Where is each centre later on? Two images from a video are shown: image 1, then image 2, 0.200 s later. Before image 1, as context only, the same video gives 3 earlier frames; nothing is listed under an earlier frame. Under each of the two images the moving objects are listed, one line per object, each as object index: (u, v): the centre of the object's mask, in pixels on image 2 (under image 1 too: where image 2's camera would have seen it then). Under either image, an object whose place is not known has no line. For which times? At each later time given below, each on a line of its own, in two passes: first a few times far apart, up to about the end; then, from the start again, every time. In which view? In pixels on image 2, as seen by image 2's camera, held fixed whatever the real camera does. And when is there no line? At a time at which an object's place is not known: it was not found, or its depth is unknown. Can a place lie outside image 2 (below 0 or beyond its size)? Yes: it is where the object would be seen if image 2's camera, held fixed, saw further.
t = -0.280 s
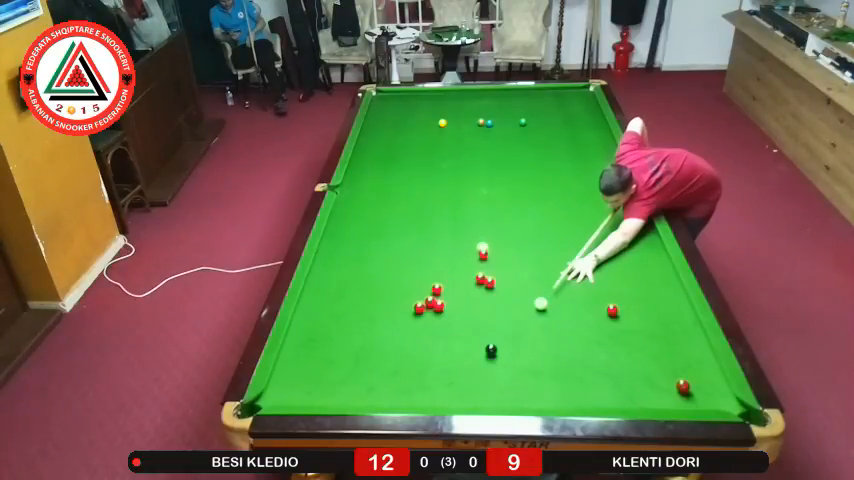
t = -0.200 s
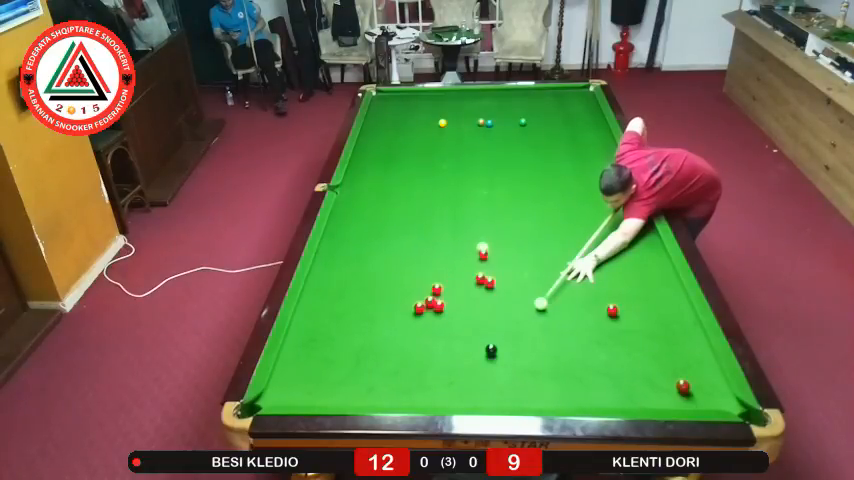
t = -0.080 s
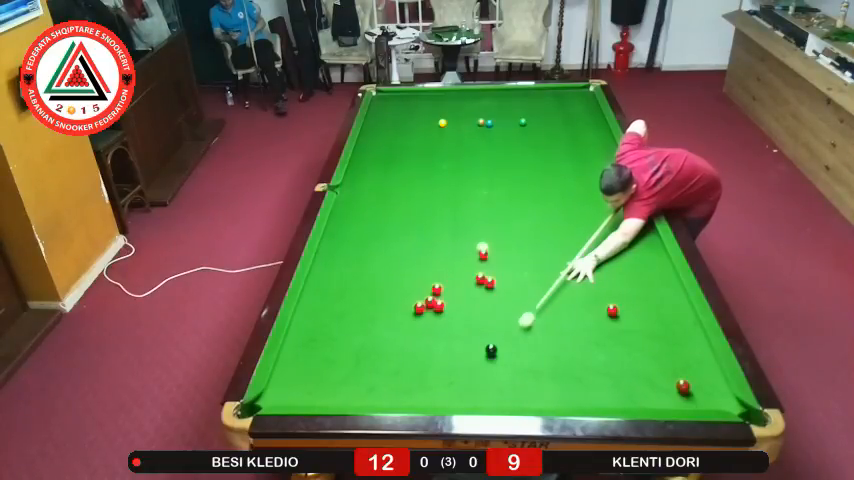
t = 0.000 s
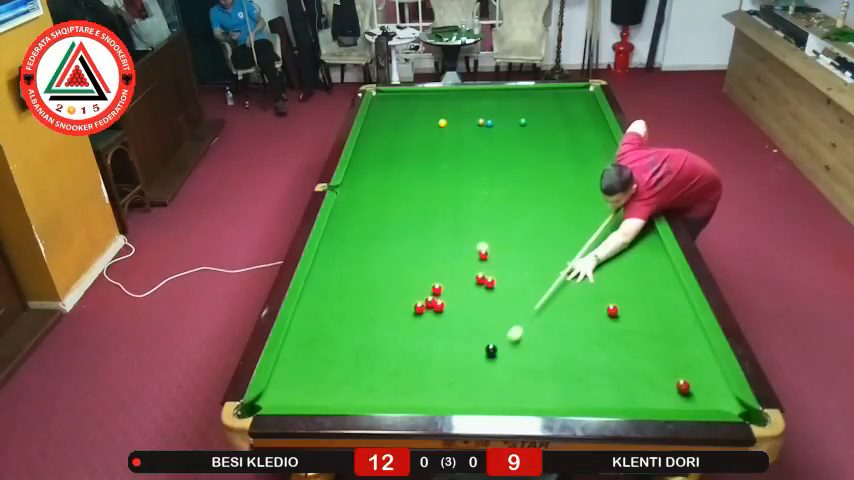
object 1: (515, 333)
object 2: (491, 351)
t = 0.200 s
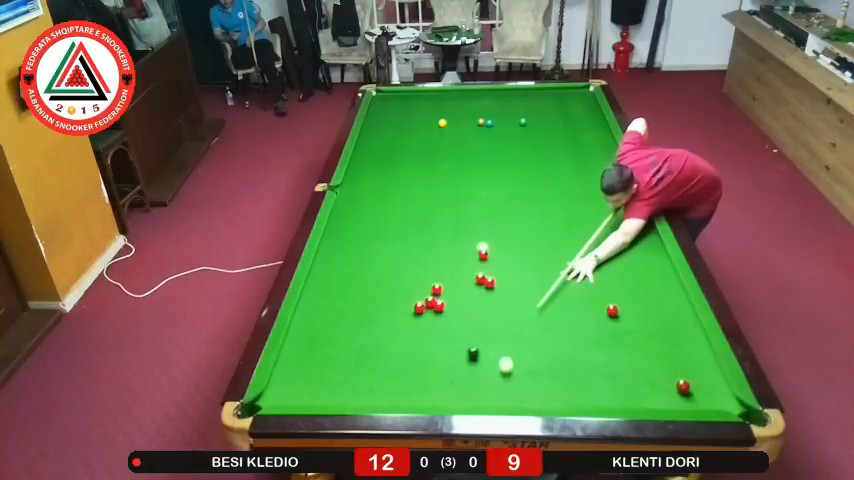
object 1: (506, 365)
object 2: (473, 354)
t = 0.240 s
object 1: (506, 371)
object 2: (468, 355)
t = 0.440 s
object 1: (507, 396)
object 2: (442, 360)
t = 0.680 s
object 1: (506, 371)
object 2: (413, 365)
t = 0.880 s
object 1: (506, 352)
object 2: (389, 370)
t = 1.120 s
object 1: (505, 332)
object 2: (362, 375)
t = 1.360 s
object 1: (505, 314)
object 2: (335, 381)
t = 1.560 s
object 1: (504, 301)
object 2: (313, 385)
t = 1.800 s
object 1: (504, 287)
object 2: (288, 390)
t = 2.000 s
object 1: (504, 276)
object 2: (269, 394)
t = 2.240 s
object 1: (503, 264)
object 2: (273, 399)
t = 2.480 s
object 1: (503, 254)
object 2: (276, 396)
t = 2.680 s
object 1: (503, 247)
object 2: (278, 393)
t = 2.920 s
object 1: (503, 238)
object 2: (280, 389)
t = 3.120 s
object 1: (503, 232)
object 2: (282, 387)
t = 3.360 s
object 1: (503, 226)
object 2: (282, 385)
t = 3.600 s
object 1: (503, 220)
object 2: (283, 384)
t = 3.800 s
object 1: (502, 216)
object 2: (283, 384)
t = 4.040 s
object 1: (502, 211)
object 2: (283, 384)
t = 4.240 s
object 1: (502, 207)
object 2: (283, 384)
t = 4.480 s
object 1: (501, 204)
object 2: (283, 384)
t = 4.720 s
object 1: (501, 201)
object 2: (283, 385)
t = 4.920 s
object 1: (501, 199)
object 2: (283, 384)
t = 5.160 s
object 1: (501, 197)
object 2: (283, 384)
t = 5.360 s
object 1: (501, 195)
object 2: (283, 384)
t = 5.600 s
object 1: (501, 194)
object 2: (283, 384)
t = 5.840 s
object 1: (501, 193)
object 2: (283, 385)
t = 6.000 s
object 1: (501, 193)
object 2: (283, 384)
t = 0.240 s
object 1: (506, 371)
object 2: (468, 355)
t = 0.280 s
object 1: (506, 378)
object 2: (462, 356)
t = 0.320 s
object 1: (506, 384)
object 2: (458, 357)
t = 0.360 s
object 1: (506, 391)
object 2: (452, 358)
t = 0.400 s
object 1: (506, 396)
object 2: (447, 359)
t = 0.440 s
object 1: (507, 396)
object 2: (442, 360)
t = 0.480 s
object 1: (507, 392)
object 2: (437, 361)
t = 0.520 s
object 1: (506, 388)
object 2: (432, 362)
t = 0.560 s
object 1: (506, 384)
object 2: (427, 363)
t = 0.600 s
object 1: (506, 380)
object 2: (423, 363)
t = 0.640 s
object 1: (506, 375)
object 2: (418, 364)
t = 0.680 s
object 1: (506, 371)
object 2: (413, 365)
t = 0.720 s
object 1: (506, 367)
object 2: (408, 366)
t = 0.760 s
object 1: (506, 363)
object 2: (403, 367)
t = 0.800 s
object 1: (506, 360)
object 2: (399, 368)
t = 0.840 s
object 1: (506, 356)
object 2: (394, 369)
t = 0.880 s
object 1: (506, 352)
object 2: (389, 370)
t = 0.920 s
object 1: (505, 349)
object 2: (384, 371)
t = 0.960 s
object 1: (505, 345)
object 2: (380, 372)
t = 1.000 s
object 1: (505, 342)
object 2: (375, 373)
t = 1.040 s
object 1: (505, 338)
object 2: (370, 374)
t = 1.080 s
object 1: (505, 335)
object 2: (366, 374)
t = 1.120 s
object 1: (505, 332)
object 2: (362, 375)
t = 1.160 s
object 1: (505, 329)
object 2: (357, 376)
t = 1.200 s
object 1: (505, 326)
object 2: (353, 377)
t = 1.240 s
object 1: (505, 323)
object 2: (348, 378)
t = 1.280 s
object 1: (505, 320)
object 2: (344, 379)
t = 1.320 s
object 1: (505, 317)
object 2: (339, 380)
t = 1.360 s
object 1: (505, 314)
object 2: (335, 381)
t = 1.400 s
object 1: (505, 311)
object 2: (330, 382)
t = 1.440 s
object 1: (504, 309)
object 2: (326, 383)
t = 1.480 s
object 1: (504, 306)
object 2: (322, 384)
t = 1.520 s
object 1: (504, 304)
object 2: (317, 384)
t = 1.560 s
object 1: (504, 301)
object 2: (313, 385)
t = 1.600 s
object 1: (504, 298)
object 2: (309, 386)
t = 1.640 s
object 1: (504, 296)
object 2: (305, 387)
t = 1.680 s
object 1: (504, 293)
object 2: (300, 388)
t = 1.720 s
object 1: (504, 291)
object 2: (296, 389)
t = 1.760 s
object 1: (504, 289)
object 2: (292, 390)
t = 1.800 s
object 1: (504, 287)
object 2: (288, 390)
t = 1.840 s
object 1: (504, 284)
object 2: (284, 391)
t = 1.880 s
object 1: (504, 282)
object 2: (280, 392)
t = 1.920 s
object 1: (504, 280)
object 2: (276, 393)
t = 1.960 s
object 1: (504, 278)
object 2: (273, 394)
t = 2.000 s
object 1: (504, 276)
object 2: (269, 394)
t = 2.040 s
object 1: (504, 274)
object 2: (268, 395)
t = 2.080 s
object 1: (504, 272)
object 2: (269, 396)
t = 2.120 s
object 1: (504, 270)
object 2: (270, 397)
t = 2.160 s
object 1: (504, 268)
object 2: (271, 398)
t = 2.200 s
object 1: (503, 266)
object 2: (272, 398)
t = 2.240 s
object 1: (503, 264)
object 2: (273, 399)
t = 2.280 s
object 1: (503, 263)
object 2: (274, 399)
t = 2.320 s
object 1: (503, 261)
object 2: (275, 398)
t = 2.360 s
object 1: (503, 259)
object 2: (275, 398)
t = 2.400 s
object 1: (503, 258)
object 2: (275, 397)
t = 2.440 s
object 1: (503, 256)
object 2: (276, 396)
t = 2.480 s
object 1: (503, 254)
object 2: (276, 396)
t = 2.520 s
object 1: (503, 253)
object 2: (277, 395)
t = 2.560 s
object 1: (503, 251)
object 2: (277, 394)
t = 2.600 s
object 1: (503, 250)
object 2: (278, 394)
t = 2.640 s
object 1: (503, 248)
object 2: (278, 393)
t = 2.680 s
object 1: (503, 247)
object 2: (278, 393)
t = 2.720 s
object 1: (503, 245)
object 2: (279, 392)
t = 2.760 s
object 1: (503, 244)
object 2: (279, 391)
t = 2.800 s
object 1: (503, 242)
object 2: (280, 391)
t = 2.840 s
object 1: (503, 241)
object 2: (280, 390)
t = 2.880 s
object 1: (503, 240)
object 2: (280, 390)
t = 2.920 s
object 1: (503, 238)
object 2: (280, 389)
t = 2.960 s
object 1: (503, 237)
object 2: (281, 389)
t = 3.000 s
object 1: (503, 236)
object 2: (281, 388)
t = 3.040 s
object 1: (503, 235)
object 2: (281, 387)
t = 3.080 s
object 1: (503, 234)
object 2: (282, 387)
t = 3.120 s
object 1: (503, 232)
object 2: (282, 387)
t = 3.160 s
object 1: (503, 231)
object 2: (282, 386)
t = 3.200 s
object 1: (503, 230)
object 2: (282, 386)
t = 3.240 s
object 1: (503, 229)
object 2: (282, 385)
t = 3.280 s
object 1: (503, 228)
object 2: (282, 385)
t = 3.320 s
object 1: (503, 227)
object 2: (282, 385)
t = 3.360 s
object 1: (503, 226)
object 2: (282, 385)
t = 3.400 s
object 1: (503, 225)
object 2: (282, 385)
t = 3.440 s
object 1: (503, 224)
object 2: (282, 385)
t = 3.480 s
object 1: (503, 223)
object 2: (282, 384)
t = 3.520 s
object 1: (503, 222)
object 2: (282, 384)
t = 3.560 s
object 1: (503, 221)
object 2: (283, 384)
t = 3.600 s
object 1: (503, 220)
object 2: (283, 384)
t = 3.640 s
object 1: (503, 219)
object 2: (283, 384)
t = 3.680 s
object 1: (503, 218)
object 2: (283, 384)
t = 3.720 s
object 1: (503, 217)
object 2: (283, 384)
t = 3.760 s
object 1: (503, 216)
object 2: (283, 384)
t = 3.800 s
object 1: (502, 216)
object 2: (283, 384)
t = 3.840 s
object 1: (502, 215)
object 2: (283, 384)
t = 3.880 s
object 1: (502, 214)
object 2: (283, 384)
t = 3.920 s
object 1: (502, 213)
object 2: (283, 384)
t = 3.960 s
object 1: (502, 212)
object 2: (283, 384)
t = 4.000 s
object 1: (502, 212)
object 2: (283, 384)
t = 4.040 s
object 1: (502, 211)
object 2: (283, 384)
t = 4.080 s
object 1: (502, 210)
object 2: (283, 385)
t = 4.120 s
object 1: (502, 209)
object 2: (283, 384)
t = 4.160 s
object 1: (502, 209)
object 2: (283, 384)
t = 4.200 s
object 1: (502, 208)
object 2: (283, 384)
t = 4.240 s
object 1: (502, 207)
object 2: (283, 384)
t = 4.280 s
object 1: (502, 207)
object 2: (283, 384)
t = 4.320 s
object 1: (502, 206)
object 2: (283, 384)
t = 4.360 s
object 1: (502, 206)
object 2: (283, 384)
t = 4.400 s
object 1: (502, 205)
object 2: (283, 384)
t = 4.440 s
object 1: (501, 204)
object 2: (283, 384)
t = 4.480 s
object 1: (501, 204)
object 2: (283, 384)
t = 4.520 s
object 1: (501, 203)
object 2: (283, 384)
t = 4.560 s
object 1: (501, 203)
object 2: (283, 385)
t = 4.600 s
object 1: (501, 202)
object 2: (283, 384)
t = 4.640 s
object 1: (501, 202)
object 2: (283, 385)
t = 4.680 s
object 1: (501, 201)
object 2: (283, 385)
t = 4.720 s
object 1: (501, 201)
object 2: (283, 385)
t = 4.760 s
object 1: (501, 200)
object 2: (283, 384)
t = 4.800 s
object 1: (501, 200)
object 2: (283, 384)
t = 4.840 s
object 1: (501, 199)
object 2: (283, 384)
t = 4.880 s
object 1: (501, 199)
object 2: (283, 384)
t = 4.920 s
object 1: (501, 199)
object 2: (283, 384)
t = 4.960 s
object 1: (501, 198)
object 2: (283, 384)
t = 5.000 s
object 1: (501, 198)
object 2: (283, 385)
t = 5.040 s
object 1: (501, 197)
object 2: (283, 385)
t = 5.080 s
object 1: (501, 197)
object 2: (283, 384)
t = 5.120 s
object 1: (501, 197)
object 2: (283, 384)
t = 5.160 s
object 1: (501, 197)
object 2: (283, 384)
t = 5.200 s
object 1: (501, 196)
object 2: (283, 384)
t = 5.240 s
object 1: (501, 196)
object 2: (283, 384)
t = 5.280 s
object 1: (501, 196)
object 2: (283, 384)
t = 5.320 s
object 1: (501, 195)
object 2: (283, 384)
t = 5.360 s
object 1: (501, 195)
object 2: (283, 384)
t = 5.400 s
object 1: (501, 195)
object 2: (283, 384)
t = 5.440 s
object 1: (501, 195)
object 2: (283, 384)
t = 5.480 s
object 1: (501, 194)
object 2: (283, 384)
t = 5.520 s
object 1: (501, 194)
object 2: (283, 385)
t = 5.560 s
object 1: (501, 194)
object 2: (283, 384)
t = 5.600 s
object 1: (501, 194)
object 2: (283, 384)
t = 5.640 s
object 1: (501, 194)
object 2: (283, 384)
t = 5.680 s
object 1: (501, 194)
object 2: (283, 384)
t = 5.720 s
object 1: (500, 193)
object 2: (283, 385)
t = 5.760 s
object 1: (501, 193)
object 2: (283, 384)
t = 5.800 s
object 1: (500, 193)
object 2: (283, 384)
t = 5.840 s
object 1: (501, 193)
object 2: (283, 385)
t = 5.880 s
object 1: (500, 193)
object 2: (283, 384)
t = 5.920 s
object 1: (501, 193)
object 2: (283, 384)
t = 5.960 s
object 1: (501, 193)
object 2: (283, 384)
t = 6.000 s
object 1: (501, 193)
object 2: (283, 384)
